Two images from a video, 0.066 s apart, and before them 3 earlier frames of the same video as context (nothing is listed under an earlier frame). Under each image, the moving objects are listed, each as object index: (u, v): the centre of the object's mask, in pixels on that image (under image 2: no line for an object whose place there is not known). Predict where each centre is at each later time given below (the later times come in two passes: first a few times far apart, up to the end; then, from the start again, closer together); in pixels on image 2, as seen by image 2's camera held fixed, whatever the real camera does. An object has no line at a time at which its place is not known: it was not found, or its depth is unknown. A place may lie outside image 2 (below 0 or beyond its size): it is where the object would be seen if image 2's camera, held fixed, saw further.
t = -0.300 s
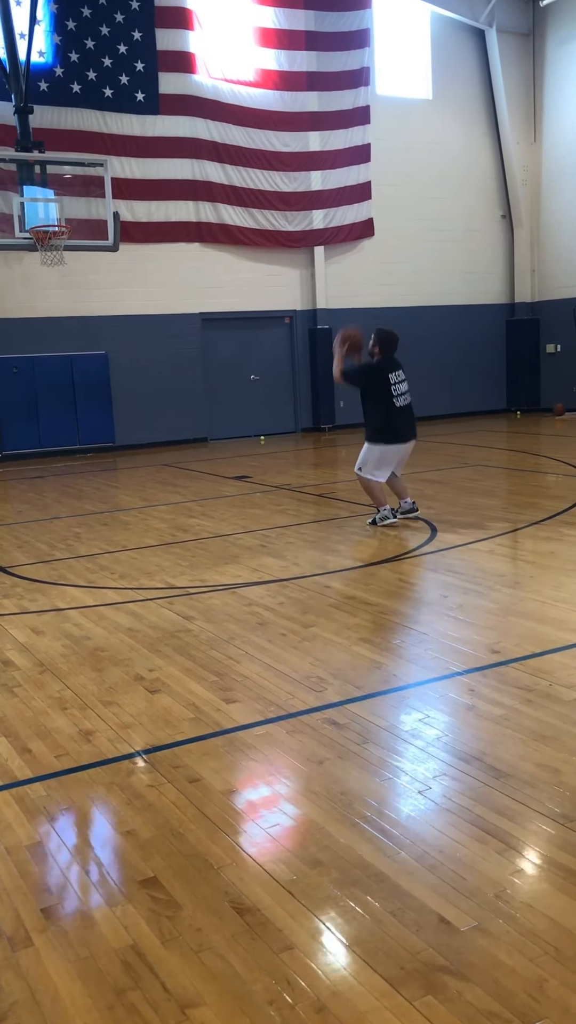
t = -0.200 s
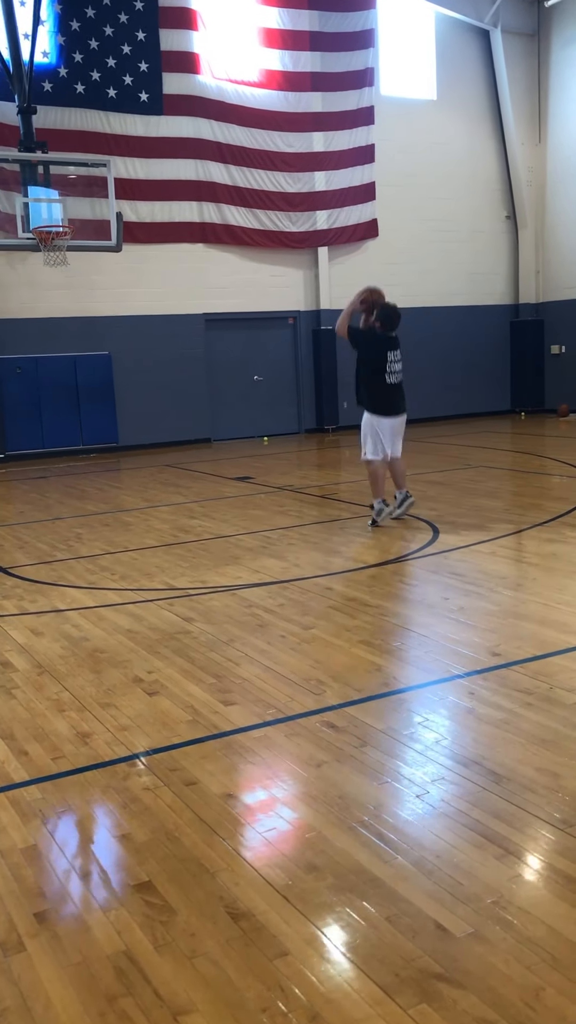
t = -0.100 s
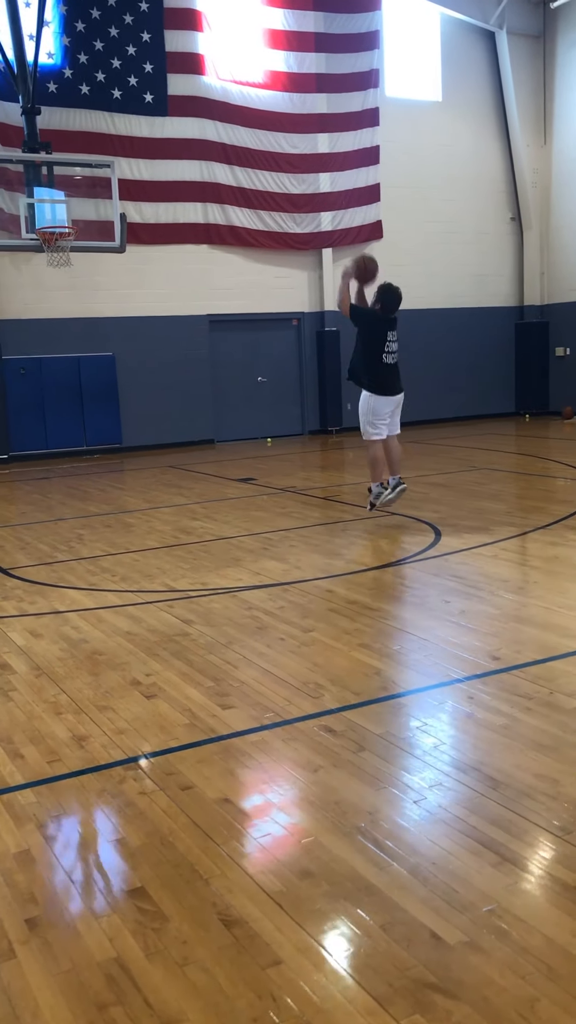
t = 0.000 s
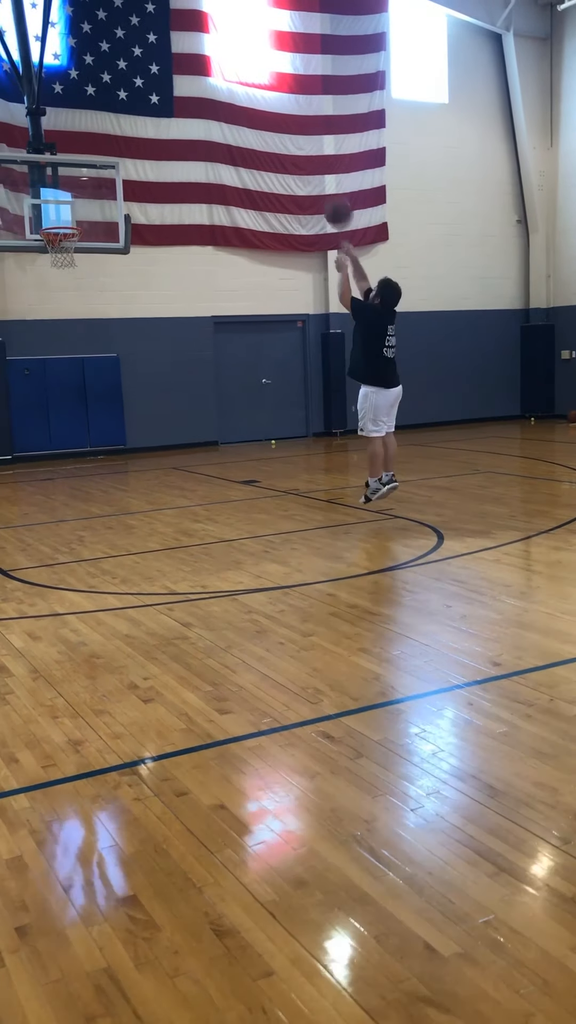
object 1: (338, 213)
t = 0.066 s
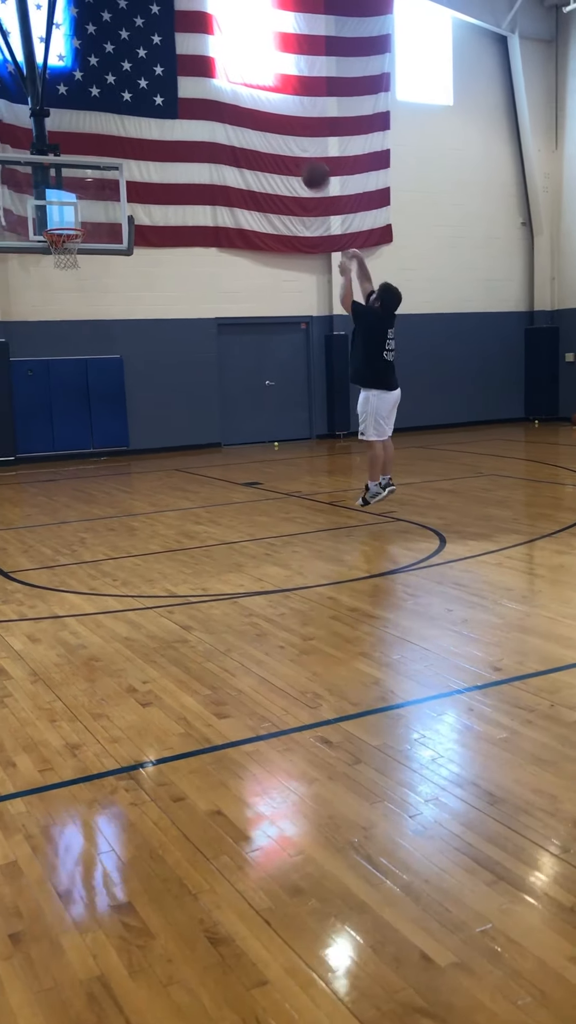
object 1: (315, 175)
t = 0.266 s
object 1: (243, 99)
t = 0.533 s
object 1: (165, 74)
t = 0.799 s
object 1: (104, 120)
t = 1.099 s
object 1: (62, 237)
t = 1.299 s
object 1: (76, 251)
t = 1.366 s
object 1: (75, 257)
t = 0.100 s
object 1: (303, 159)
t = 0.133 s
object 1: (290, 144)
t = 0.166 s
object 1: (278, 131)
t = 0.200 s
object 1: (266, 119)
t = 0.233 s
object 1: (255, 108)
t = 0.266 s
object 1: (243, 99)
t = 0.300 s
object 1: (232, 92)
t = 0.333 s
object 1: (222, 85)
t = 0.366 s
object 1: (212, 80)
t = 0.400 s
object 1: (202, 76)
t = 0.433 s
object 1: (192, 73)
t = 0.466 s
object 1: (183, 72)
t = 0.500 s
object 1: (175, 72)
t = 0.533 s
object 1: (165, 74)
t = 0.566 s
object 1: (157, 76)
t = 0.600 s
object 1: (148, 80)
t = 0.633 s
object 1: (141, 84)
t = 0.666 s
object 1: (132, 90)
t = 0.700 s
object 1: (125, 96)
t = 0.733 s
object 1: (118, 103)
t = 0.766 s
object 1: (111, 111)
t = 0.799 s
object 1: (104, 120)
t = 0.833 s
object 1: (98, 129)
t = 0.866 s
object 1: (91, 139)
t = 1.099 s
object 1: (62, 237)
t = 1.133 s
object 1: (65, 238)
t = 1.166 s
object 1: (72, 241)
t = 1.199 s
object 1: (75, 243)
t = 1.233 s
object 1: (75, 244)
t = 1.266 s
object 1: (75, 244)
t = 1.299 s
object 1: (76, 251)
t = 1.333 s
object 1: (75, 254)
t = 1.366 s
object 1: (75, 257)
